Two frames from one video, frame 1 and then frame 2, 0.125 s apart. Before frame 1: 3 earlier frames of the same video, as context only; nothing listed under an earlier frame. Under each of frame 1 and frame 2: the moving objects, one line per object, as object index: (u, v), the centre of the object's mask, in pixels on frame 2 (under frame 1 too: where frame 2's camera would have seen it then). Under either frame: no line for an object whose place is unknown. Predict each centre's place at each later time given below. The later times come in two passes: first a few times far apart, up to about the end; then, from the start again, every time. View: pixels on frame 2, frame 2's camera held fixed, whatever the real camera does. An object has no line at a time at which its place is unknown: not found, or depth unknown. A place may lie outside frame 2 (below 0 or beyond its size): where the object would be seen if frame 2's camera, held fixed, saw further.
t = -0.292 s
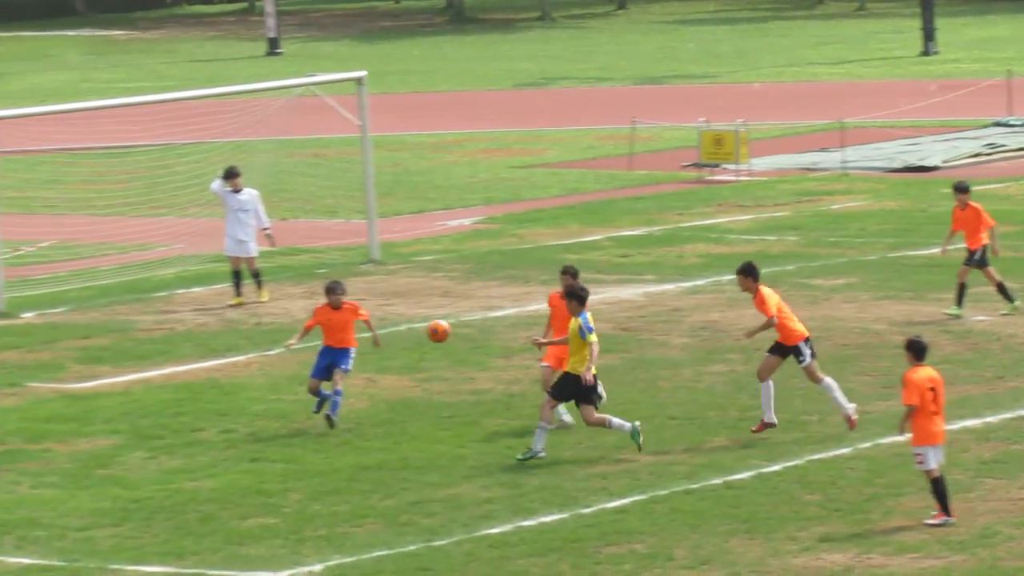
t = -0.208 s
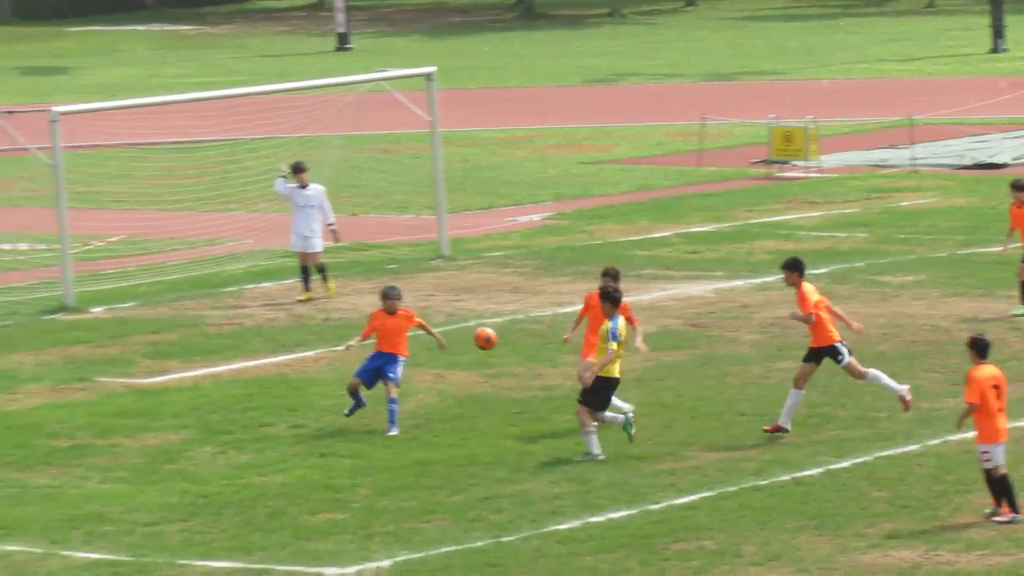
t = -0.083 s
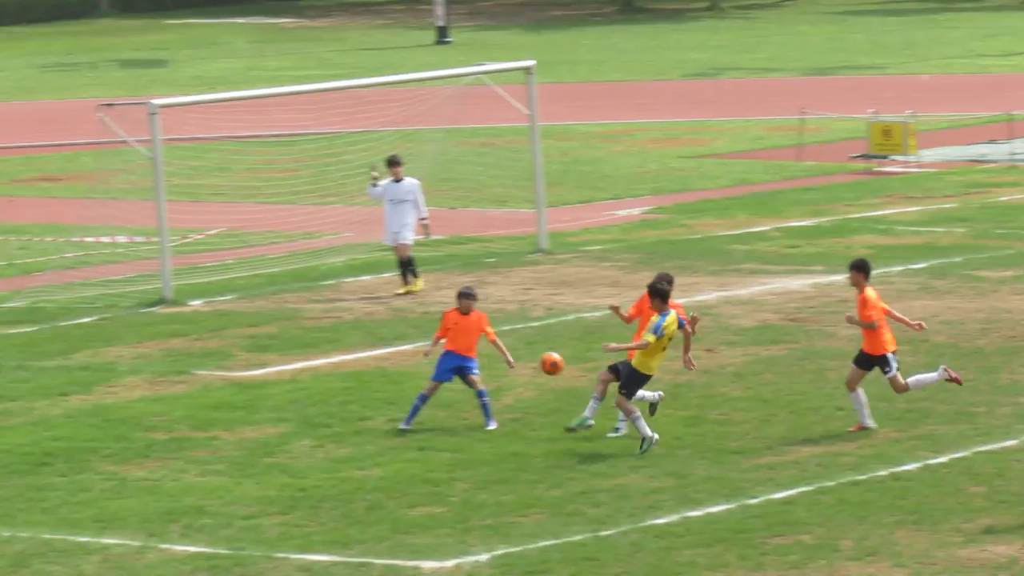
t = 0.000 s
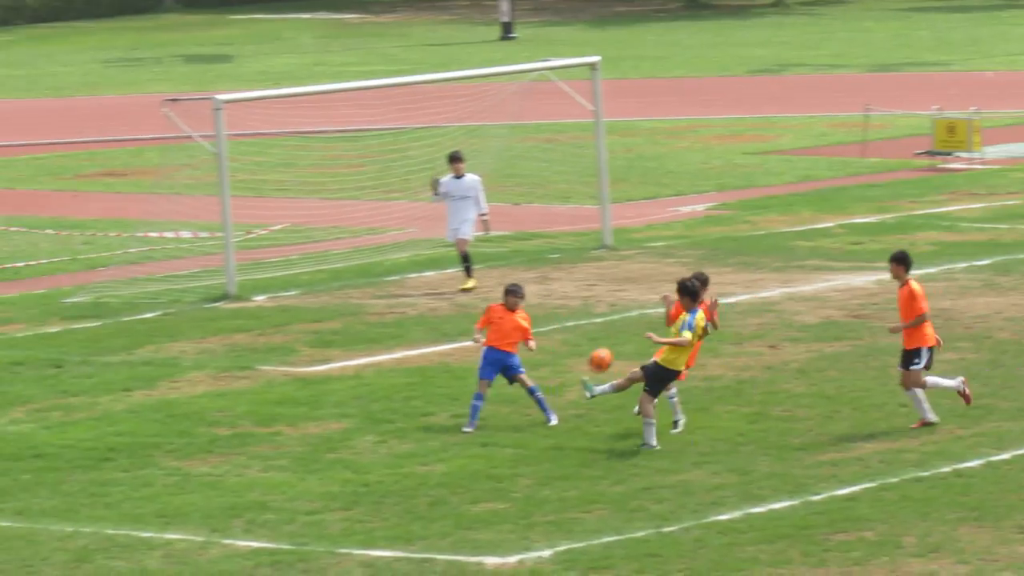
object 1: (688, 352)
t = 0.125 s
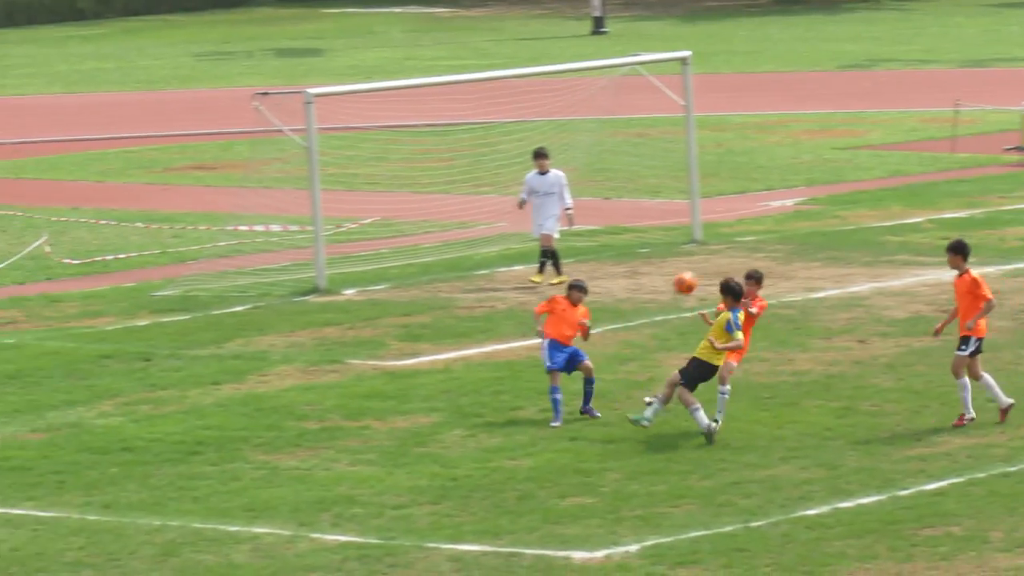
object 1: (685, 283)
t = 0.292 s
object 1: (684, 215)
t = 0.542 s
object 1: (687, 164)
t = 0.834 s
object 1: (699, 180)
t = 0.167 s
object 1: (684, 263)
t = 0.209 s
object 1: (684, 246)
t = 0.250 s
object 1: (684, 229)
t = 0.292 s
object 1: (684, 215)
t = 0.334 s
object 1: (684, 203)
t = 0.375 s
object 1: (684, 191)
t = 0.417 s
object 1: (685, 181)
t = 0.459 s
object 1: (686, 174)
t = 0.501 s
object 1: (686, 168)
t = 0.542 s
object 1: (687, 164)
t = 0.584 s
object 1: (688, 161)
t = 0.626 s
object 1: (690, 160)
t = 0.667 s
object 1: (691, 161)
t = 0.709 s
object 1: (693, 163)
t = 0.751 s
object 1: (695, 167)
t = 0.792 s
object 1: (696, 173)
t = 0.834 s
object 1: (699, 180)
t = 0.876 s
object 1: (700, 189)
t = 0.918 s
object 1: (703, 199)
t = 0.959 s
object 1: (706, 212)
